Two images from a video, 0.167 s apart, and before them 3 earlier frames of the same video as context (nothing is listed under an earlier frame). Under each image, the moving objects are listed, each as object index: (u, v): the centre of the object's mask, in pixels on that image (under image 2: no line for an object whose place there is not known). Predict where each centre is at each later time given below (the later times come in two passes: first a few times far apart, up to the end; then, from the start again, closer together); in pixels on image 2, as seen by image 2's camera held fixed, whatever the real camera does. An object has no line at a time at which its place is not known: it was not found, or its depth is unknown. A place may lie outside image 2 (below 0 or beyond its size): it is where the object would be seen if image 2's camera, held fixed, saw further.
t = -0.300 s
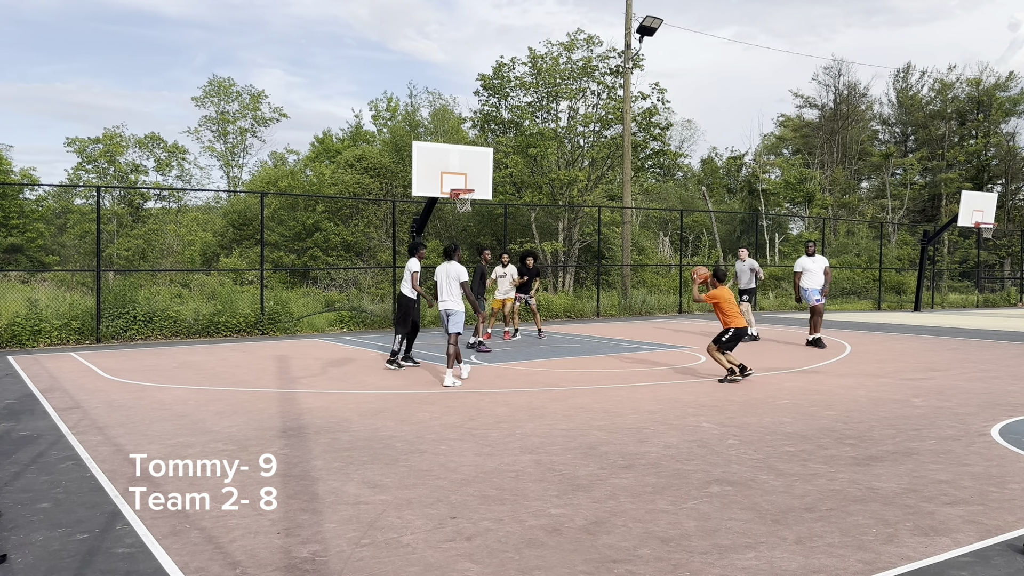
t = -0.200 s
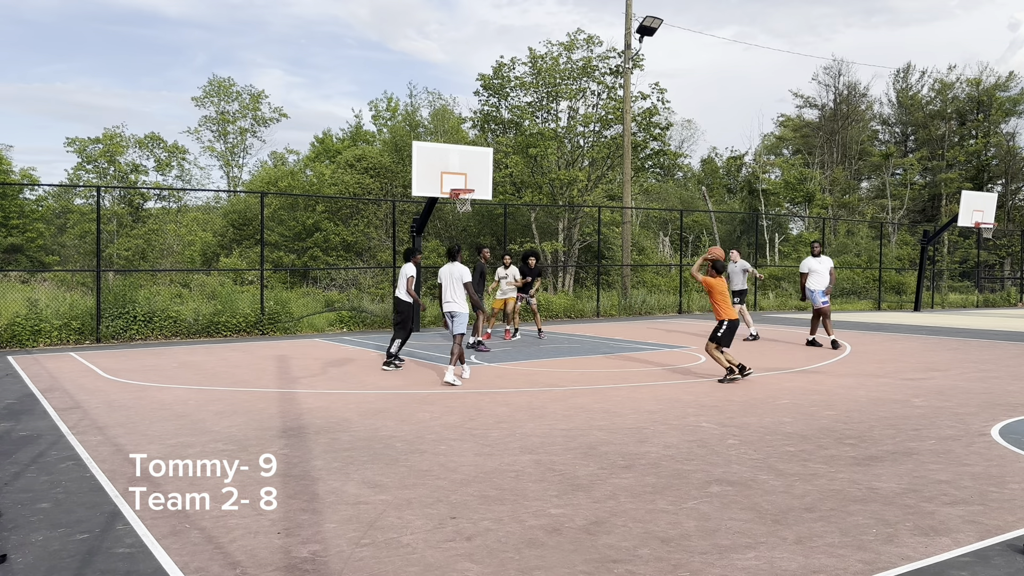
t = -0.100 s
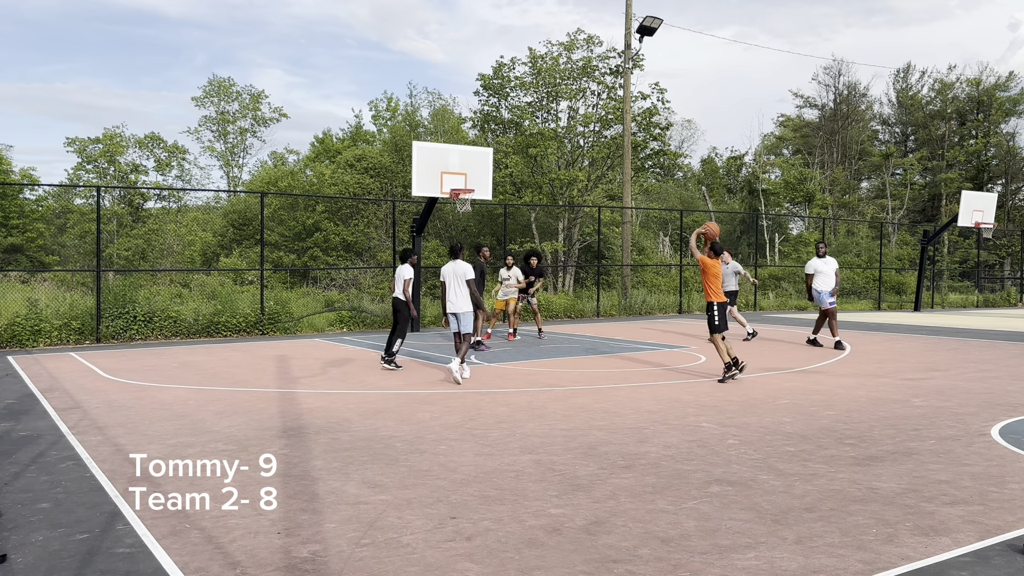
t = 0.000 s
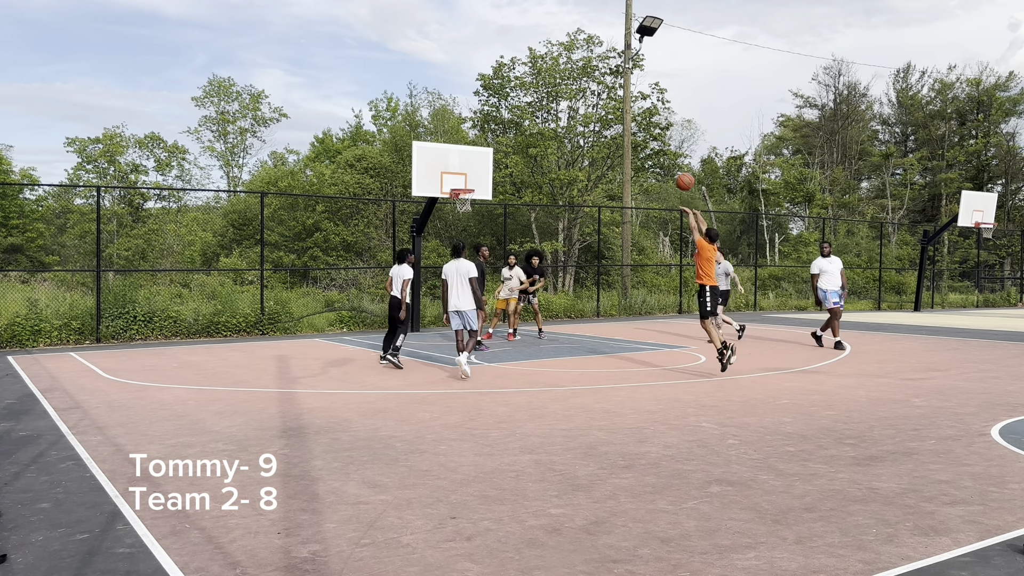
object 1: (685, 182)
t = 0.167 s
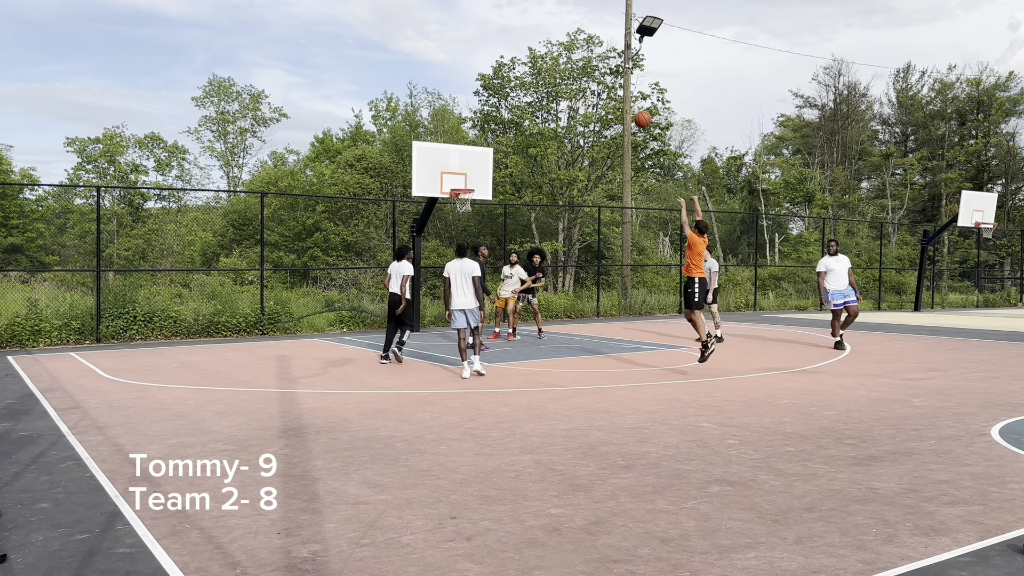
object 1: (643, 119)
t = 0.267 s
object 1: (620, 95)
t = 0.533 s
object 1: (568, 67)
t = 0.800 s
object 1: (524, 84)
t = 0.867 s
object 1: (514, 94)
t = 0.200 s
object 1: (635, 110)
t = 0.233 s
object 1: (627, 102)
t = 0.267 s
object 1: (620, 95)
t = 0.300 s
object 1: (613, 88)
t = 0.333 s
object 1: (606, 83)
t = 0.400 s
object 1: (593, 75)
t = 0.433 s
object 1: (586, 71)
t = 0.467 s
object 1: (580, 69)
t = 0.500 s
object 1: (574, 68)
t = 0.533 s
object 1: (568, 67)
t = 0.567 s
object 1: (562, 67)
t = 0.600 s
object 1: (556, 68)
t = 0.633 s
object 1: (551, 69)
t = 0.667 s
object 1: (545, 71)
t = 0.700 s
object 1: (540, 73)
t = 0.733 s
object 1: (535, 76)
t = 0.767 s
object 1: (529, 80)
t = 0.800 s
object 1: (524, 84)
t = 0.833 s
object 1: (519, 89)
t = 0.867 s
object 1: (514, 94)
